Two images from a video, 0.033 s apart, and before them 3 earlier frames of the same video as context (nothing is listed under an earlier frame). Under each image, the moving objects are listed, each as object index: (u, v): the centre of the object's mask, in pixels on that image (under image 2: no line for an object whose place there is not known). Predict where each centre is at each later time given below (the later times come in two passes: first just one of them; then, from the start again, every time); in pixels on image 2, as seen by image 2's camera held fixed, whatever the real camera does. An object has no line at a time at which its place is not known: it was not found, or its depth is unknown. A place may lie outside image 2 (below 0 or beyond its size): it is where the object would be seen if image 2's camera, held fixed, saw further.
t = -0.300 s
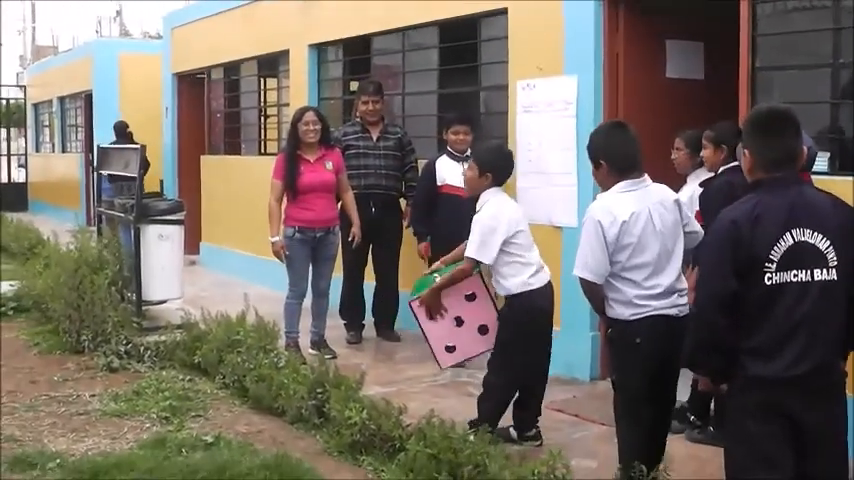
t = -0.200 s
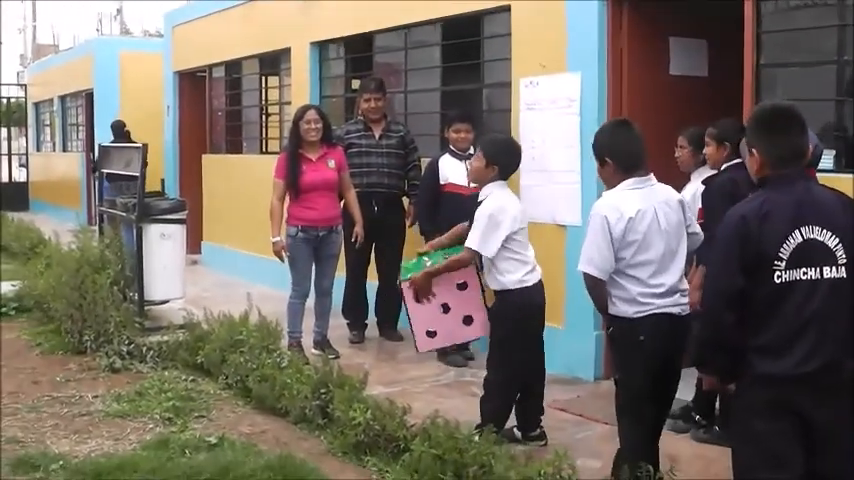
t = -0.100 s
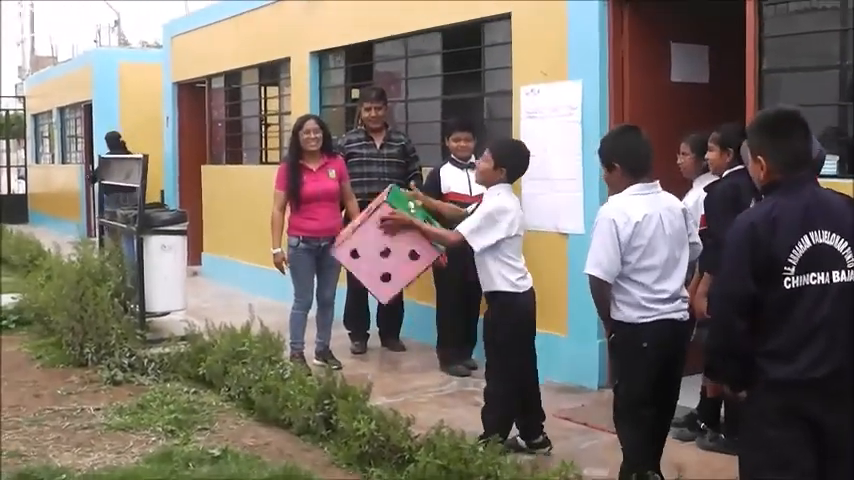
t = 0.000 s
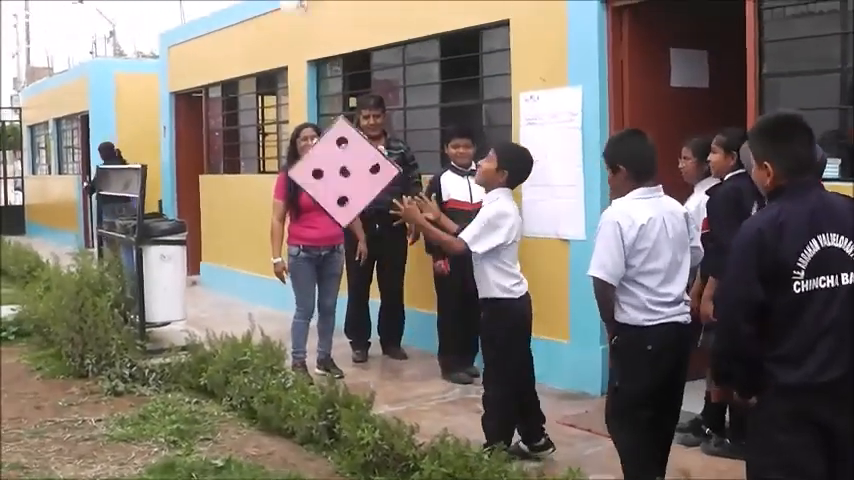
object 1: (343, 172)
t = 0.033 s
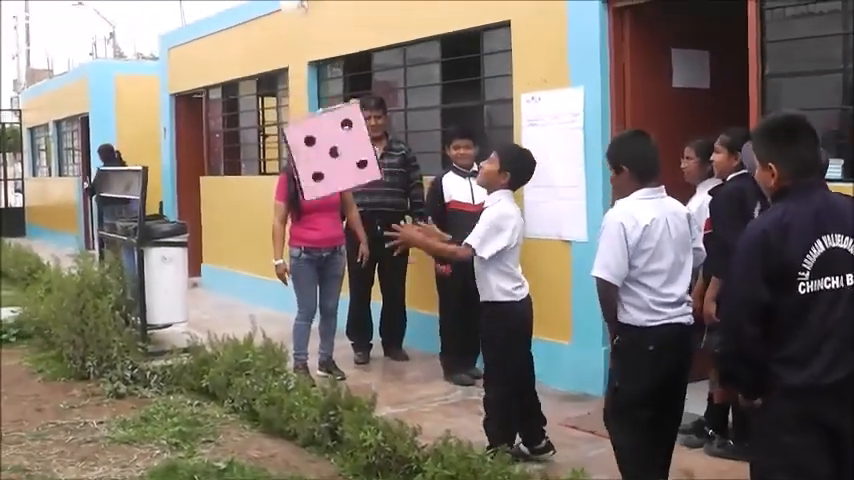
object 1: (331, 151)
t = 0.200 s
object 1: (256, 79)
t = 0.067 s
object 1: (316, 132)
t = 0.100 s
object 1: (299, 115)
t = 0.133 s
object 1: (286, 101)
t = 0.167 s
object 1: (271, 88)
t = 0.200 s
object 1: (256, 79)
